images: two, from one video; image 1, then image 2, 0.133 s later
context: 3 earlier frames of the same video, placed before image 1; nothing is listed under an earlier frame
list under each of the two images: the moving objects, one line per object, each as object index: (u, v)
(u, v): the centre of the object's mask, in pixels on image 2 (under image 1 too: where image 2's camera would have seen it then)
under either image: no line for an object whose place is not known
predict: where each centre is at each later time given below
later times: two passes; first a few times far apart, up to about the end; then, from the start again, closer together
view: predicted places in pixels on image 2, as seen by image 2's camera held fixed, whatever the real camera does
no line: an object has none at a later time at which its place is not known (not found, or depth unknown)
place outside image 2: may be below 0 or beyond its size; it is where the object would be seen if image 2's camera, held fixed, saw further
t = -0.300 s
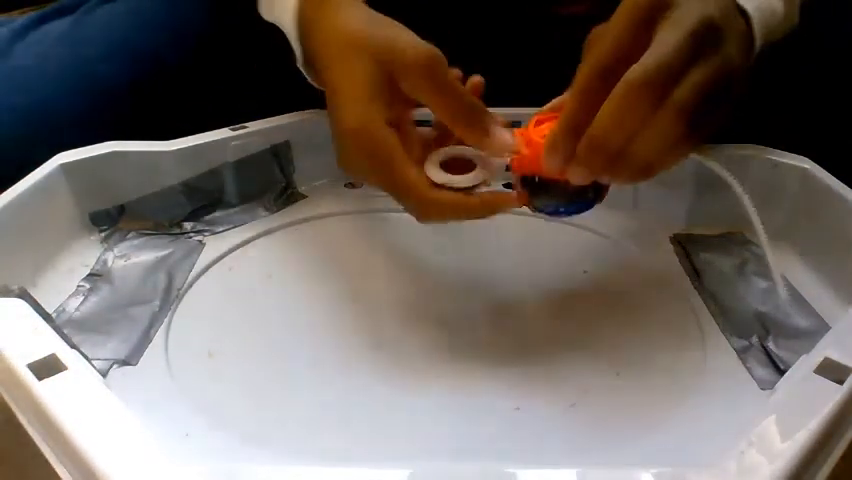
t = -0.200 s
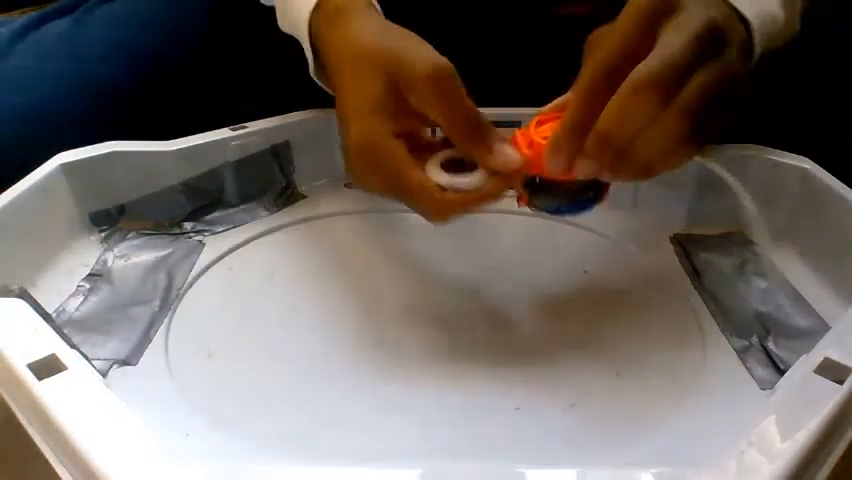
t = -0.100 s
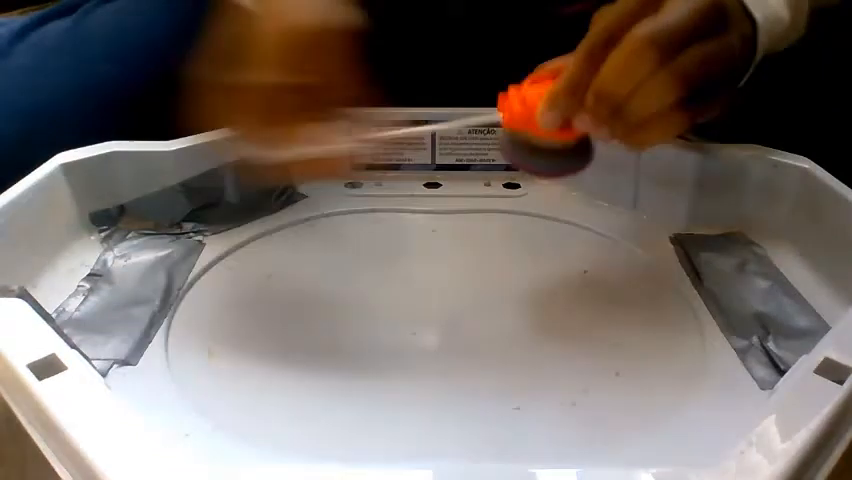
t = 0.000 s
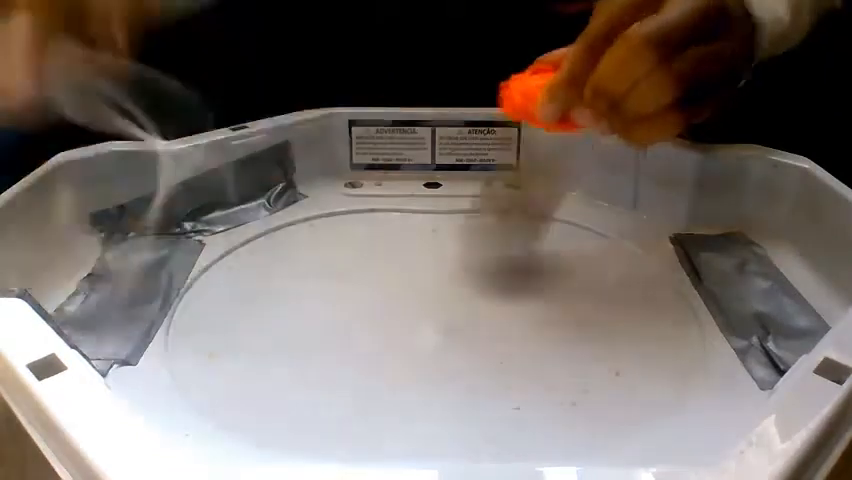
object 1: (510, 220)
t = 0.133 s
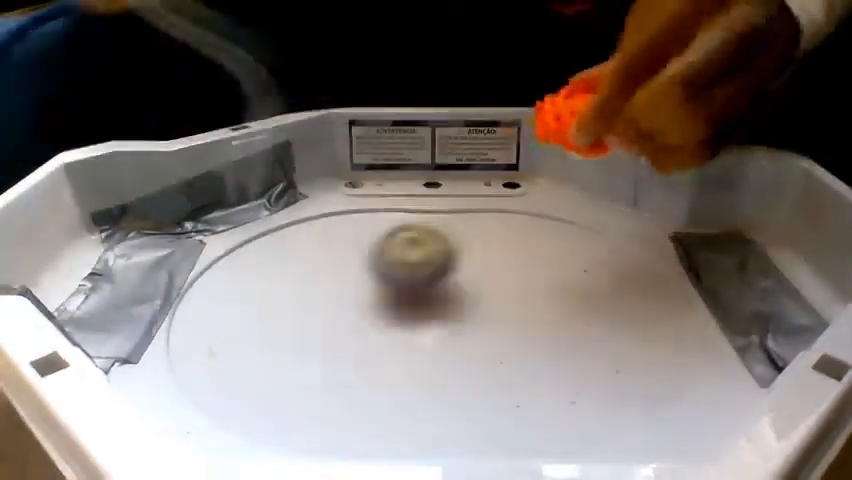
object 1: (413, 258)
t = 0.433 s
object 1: (455, 381)
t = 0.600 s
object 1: (677, 357)
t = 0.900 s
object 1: (695, 216)
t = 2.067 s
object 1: (698, 290)
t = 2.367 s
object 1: (315, 214)
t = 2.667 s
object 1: (563, 420)
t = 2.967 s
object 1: (496, 178)
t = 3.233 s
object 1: (173, 256)
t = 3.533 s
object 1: (445, 301)
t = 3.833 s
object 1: (501, 191)
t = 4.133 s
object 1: (381, 262)
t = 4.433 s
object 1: (517, 331)
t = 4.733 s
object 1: (636, 268)
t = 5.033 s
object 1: (479, 260)
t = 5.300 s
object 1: (347, 342)
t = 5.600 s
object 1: (494, 384)
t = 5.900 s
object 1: (416, 347)
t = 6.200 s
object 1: (275, 317)
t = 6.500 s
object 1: (282, 311)
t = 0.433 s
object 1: (455, 381)
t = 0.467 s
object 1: (493, 392)
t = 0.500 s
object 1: (545, 400)
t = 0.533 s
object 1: (593, 398)
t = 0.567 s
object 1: (643, 385)
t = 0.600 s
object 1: (677, 357)
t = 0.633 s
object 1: (696, 329)
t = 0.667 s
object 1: (702, 315)
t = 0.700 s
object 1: (706, 288)
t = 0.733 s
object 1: (706, 259)
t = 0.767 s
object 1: (703, 246)
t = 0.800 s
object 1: (698, 232)
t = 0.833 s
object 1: (696, 218)
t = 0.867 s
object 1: (692, 214)
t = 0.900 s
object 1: (695, 216)
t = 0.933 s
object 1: (702, 223)
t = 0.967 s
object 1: (708, 237)
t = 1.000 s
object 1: (718, 251)
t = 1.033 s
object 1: (736, 276)
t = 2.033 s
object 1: (696, 328)
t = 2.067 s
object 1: (698, 290)
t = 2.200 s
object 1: (583, 188)
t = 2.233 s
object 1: (520, 211)
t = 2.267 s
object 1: (472, 205)
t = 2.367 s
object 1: (315, 214)
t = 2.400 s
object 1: (261, 219)
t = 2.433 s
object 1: (218, 235)
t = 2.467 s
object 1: (188, 274)
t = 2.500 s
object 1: (182, 323)
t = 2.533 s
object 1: (213, 368)
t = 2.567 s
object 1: (277, 402)
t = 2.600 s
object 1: (371, 414)
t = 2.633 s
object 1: (460, 418)
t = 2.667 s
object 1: (563, 420)
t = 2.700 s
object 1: (647, 419)
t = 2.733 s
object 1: (667, 381)
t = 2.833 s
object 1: (617, 289)
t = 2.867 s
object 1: (591, 260)
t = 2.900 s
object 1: (562, 231)
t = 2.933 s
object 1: (532, 207)
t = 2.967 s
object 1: (496, 178)
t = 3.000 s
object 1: (468, 167)
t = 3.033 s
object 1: (429, 173)
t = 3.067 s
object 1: (391, 188)
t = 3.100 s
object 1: (348, 210)
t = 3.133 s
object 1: (298, 222)
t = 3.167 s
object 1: (246, 222)
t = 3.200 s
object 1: (206, 237)
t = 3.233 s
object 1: (173, 256)
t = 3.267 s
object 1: (142, 282)
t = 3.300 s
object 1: (109, 315)
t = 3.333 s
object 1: (139, 302)
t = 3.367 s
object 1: (207, 313)
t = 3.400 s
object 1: (276, 331)
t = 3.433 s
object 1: (328, 332)
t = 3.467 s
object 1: (374, 329)
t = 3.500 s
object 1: (415, 320)
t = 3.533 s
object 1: (445, 301)
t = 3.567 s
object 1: (471, 300)
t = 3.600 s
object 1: (493, 285)
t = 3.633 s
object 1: (510, 274)
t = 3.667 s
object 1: (521, 259)
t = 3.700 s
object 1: (527, 243)
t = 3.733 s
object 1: (527, 226)
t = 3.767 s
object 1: (523, 212)
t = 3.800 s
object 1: (514, 200)
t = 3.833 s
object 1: (501, 191)
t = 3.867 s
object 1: (487, 190)
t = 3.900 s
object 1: (470, 197)
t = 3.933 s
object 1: (453, 205)
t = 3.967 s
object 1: (435, 215)
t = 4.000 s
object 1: (420, 226)
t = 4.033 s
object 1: (406, 235)
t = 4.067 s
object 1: (393, 244)
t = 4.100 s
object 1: (384, 253)
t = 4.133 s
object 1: (381, 262)
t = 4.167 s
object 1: (384, 272)
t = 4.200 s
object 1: (392, 283)
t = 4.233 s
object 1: (408, 292)
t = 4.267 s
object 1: (424, 295)
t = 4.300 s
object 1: (439, 299)
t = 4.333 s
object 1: (454, 309)
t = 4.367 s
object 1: (470, 319)
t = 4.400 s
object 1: (491, 326)
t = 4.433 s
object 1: (517, 331)
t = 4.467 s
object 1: (543, 328)
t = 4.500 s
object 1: (570, 326)
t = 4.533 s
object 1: (593, 321)
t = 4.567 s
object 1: (612, 312)
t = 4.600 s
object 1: (627, 303)
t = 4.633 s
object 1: (637, 292)
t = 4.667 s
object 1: (641, 284)
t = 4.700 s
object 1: (640, 275)
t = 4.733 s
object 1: (636, 268)
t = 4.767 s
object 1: (628, 261)
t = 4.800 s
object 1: (617, 255)
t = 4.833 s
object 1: (603, 250)
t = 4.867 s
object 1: (586, 248)
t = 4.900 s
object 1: (567, 247)
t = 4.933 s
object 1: (545, 246)
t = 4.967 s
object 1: (524, 249)
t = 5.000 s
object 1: (502, 254)
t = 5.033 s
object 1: (479, 260)
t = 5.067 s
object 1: (457, 268)
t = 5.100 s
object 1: (436, 279)
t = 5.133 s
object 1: (416, 288)
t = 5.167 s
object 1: (398, 297)
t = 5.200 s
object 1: (382, 306)
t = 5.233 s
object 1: (368, 315)
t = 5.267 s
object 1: (355, 328)
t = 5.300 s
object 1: (347, 342)
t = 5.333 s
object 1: (345, 356)
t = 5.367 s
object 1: (347, 369)
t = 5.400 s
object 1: (356, 379)
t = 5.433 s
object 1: (373, 386)
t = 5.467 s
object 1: (394, 390)
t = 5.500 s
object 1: (420, 390)
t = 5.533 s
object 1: (446, 389)
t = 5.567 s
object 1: (471, 386)
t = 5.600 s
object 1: (494, 384)
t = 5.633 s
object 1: (515, 378)
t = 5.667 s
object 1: (528, 371)
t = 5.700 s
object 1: (535, 362)
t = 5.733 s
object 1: (536, 351)
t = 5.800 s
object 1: (511, 353)
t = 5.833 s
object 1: (474, 350)
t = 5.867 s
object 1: (441, 348)
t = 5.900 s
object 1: (416, 347)
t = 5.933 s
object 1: (395, 344)
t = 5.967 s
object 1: (378, 339)
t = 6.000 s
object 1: (362, 334)
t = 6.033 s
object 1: (347, 329)
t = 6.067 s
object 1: (330, 326)
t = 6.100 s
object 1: (314, 323)
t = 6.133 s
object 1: (300, 321)
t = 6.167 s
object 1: (287, 319)
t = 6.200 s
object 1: (275, 317)
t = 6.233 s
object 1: (267, 317)
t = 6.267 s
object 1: (263, 316)
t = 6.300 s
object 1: (261, 315)
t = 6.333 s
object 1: (260, 314)
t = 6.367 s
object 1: (260, 314)
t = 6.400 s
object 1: (262, 314)
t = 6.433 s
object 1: (267, 313)
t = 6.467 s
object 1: (274, 312)
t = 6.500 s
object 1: (282, 311)
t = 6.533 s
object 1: (292, 309)
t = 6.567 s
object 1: (303, 306)
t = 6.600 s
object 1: (314, 302)
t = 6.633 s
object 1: (327, 298)
